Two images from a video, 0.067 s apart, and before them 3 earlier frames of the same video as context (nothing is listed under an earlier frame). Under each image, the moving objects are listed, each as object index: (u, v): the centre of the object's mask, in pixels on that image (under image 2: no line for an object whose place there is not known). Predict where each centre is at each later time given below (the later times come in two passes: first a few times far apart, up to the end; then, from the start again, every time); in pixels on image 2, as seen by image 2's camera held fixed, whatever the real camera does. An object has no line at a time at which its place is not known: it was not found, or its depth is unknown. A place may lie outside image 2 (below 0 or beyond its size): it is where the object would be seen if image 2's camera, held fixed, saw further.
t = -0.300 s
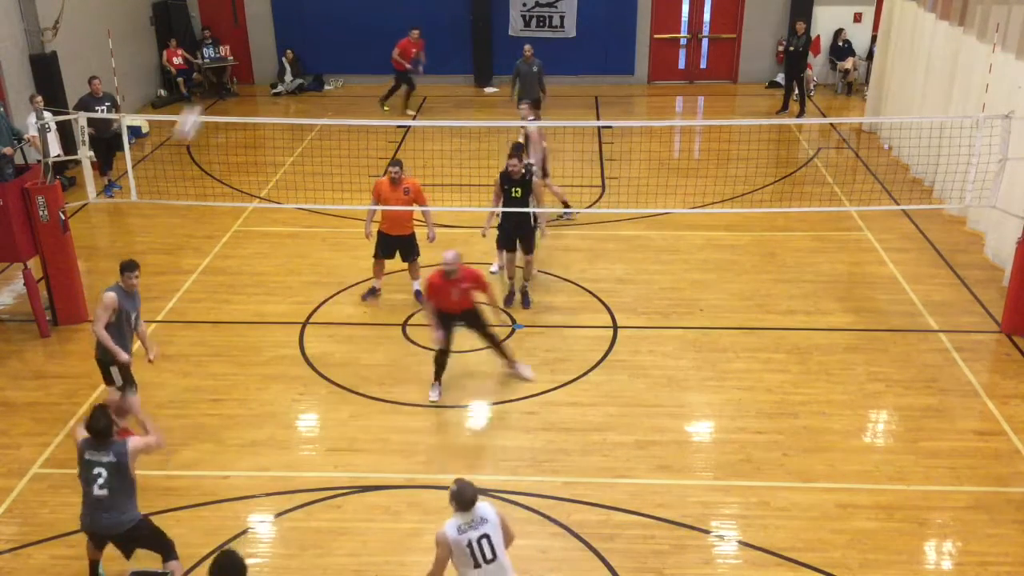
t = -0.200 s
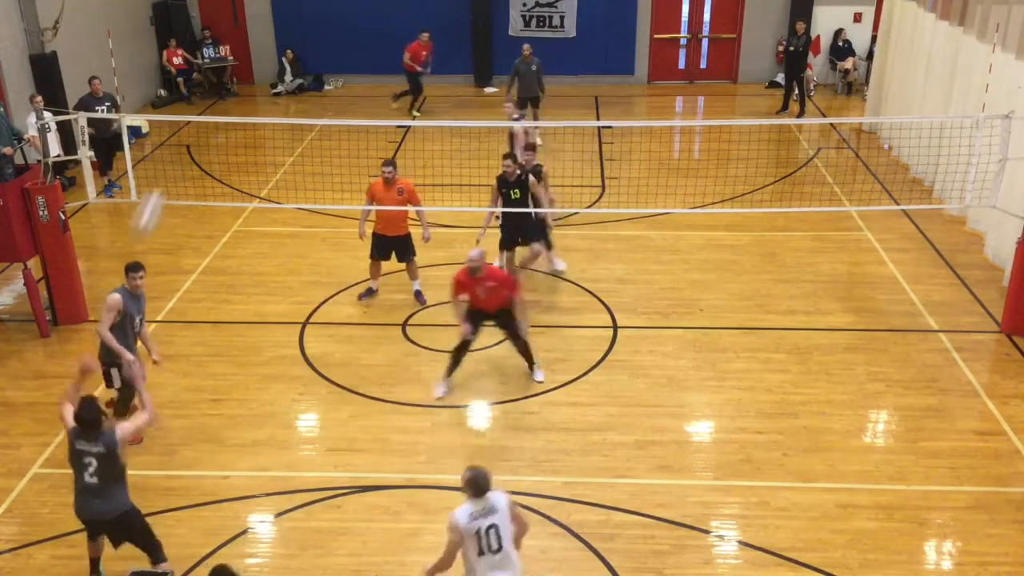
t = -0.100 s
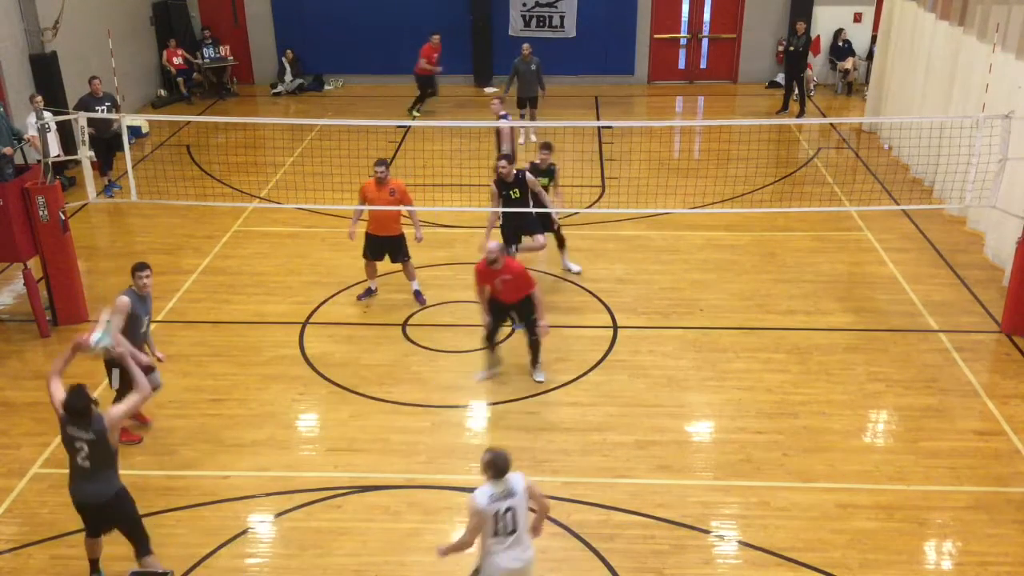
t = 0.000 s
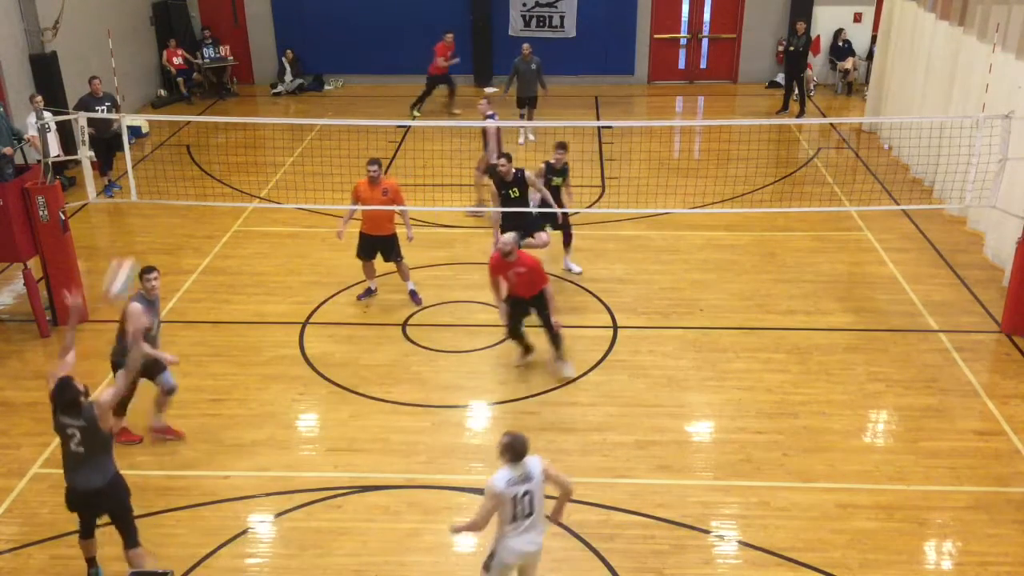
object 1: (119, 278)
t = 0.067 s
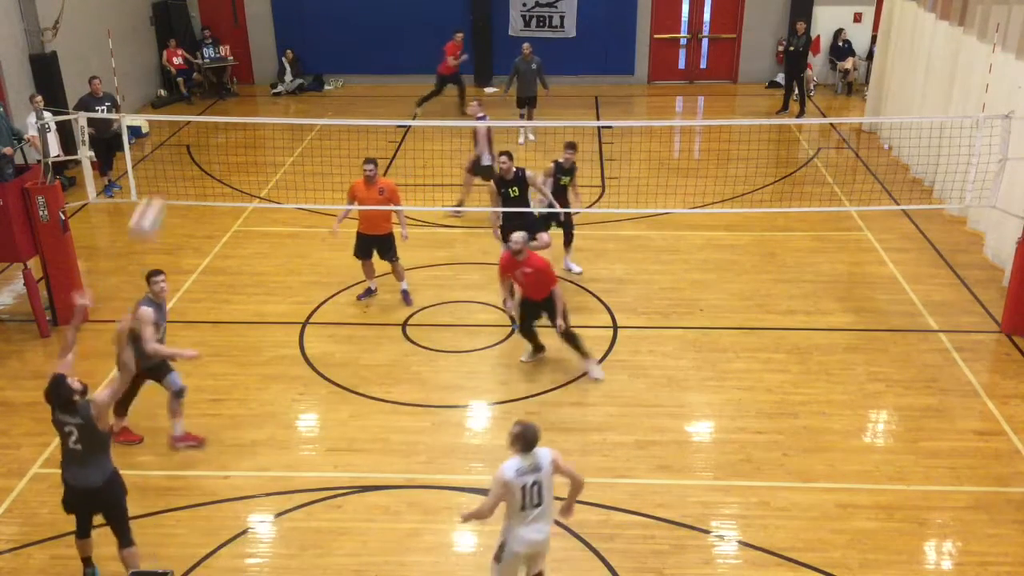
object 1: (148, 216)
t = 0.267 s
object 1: (232, 70)
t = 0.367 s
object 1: (275, 17)
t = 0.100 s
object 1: (162, 187)
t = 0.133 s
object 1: (176, 161)
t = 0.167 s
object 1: (191, 136)
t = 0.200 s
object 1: (204, 111)
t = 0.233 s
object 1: (218, 90)
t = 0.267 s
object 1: (232, 70)
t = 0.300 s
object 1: (247, 50)
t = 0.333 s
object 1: (261, 32)
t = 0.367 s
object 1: (275, 17)
